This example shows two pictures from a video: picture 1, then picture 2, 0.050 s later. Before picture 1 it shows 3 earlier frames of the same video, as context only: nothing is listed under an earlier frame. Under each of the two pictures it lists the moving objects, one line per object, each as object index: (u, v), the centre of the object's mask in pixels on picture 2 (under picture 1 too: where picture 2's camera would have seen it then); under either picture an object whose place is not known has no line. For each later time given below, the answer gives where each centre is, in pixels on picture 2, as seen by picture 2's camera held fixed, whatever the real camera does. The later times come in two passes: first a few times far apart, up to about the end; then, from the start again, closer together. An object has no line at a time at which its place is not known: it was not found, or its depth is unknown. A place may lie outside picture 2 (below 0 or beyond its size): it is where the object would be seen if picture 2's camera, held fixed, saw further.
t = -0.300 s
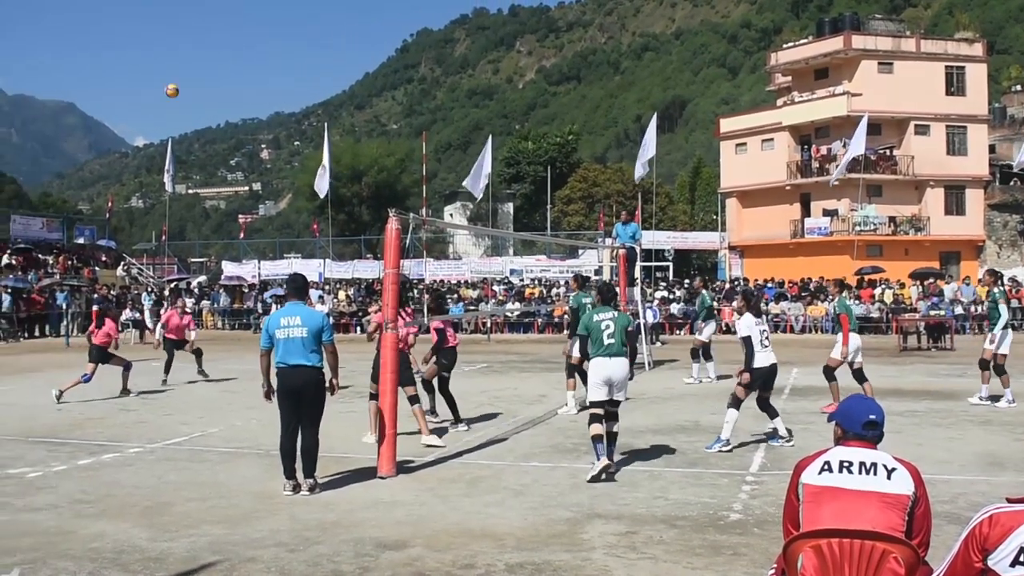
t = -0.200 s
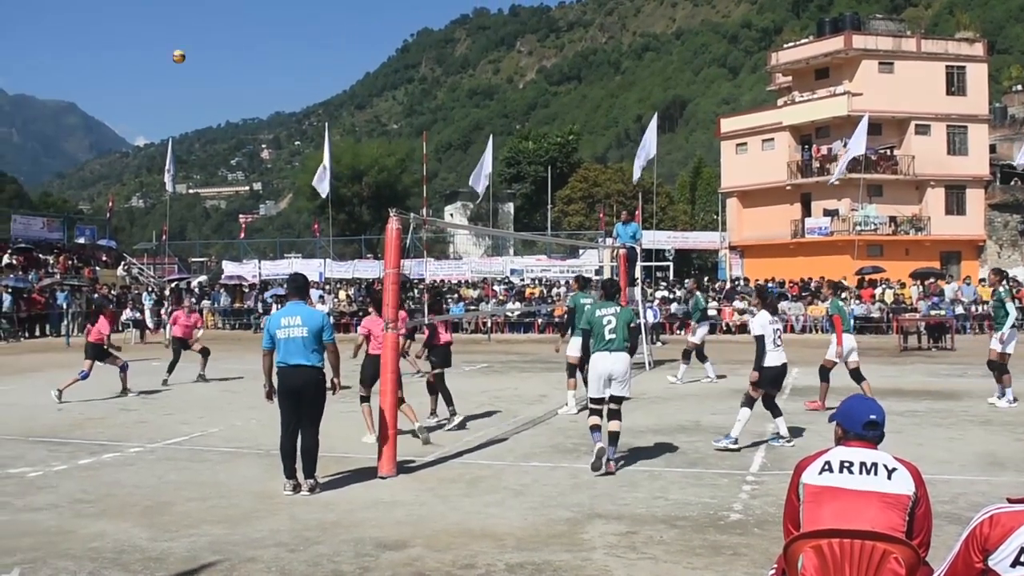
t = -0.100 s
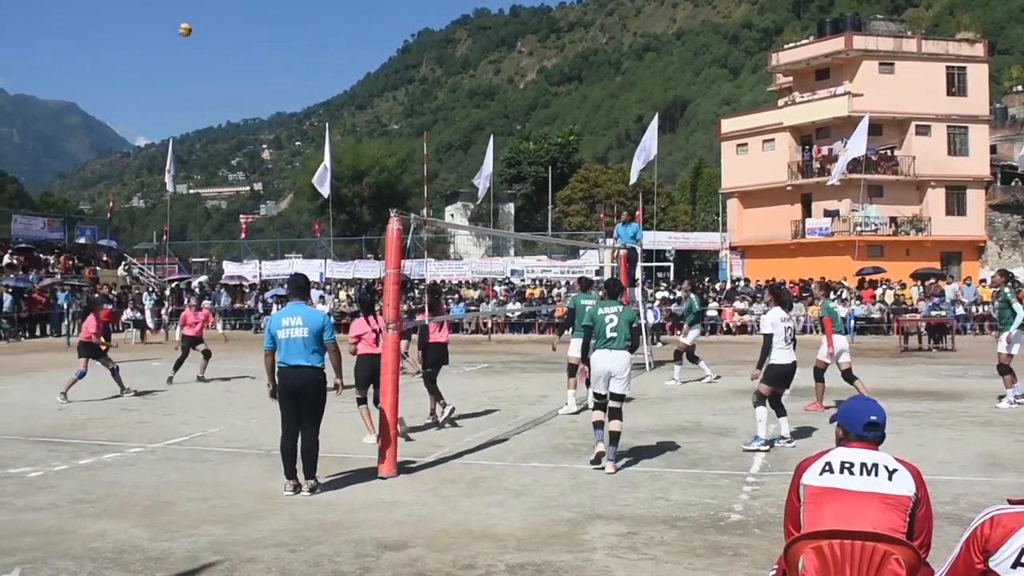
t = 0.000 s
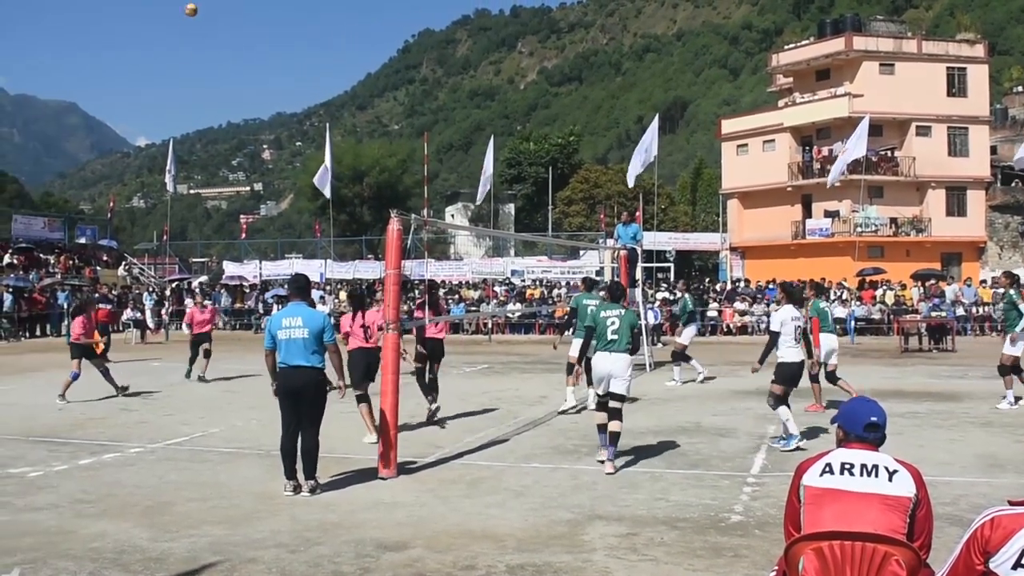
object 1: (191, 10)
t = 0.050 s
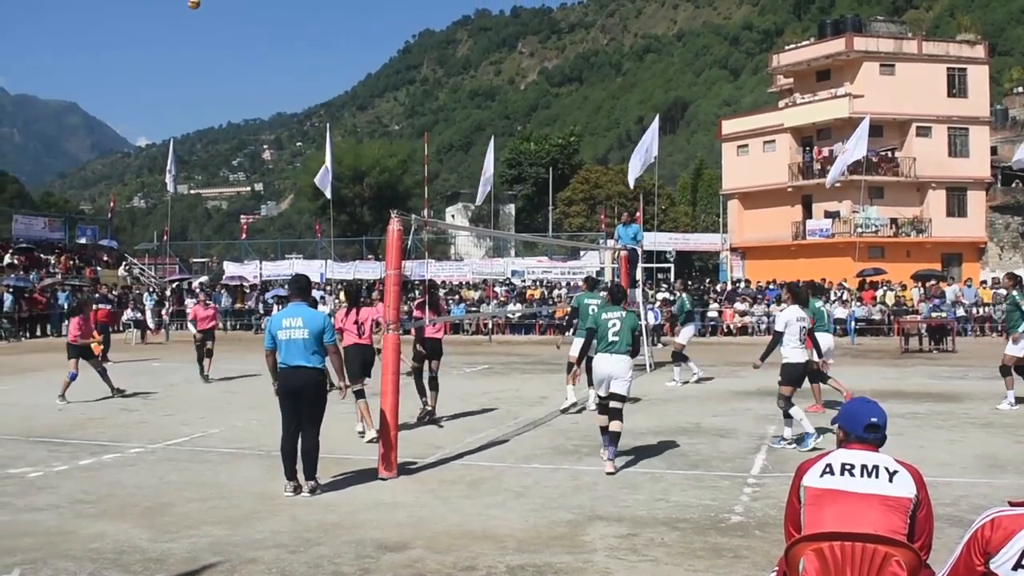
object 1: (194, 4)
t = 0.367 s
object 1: (208, -6)
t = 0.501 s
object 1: (212, 1)
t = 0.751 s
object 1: (221, 46)
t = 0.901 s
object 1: (226, 87)
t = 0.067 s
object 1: (194, 3)
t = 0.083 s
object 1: (195, 2)
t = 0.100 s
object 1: (196, 1)
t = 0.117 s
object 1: (197, 0)
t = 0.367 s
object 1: (208, -6)
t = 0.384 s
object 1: (208, -5)
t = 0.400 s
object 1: (209, -5)
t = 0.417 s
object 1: (209, -5)
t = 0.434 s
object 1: (209, -5)
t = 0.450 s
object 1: (211, -4)
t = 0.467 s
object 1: (211, -3)
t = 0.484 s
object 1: (211, -1)
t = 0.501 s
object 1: (212, 1)
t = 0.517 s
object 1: (213, 3)
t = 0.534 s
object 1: (213, 5)
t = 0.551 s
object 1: (214, 8)
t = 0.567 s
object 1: (214, 10)
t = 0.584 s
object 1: (215, 12)
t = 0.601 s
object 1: (216, 15)
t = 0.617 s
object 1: (216, 18)
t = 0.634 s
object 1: (217, 21)
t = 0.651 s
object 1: (218, 24)
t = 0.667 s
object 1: (218, 27)
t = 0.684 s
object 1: (219, 31)
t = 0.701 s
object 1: (219, 35)
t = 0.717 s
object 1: (220, 38)
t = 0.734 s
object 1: (220, 42)
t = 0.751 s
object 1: (221, 46)
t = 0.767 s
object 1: (222, 50)
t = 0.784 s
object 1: (222, 55)
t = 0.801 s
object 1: (223, 59)
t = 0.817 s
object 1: (224, 63)
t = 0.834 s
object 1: (224, 68)
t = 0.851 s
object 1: (224, 73)
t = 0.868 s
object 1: (225, 78)
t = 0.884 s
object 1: (226, 83)
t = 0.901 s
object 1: (226, 87)
